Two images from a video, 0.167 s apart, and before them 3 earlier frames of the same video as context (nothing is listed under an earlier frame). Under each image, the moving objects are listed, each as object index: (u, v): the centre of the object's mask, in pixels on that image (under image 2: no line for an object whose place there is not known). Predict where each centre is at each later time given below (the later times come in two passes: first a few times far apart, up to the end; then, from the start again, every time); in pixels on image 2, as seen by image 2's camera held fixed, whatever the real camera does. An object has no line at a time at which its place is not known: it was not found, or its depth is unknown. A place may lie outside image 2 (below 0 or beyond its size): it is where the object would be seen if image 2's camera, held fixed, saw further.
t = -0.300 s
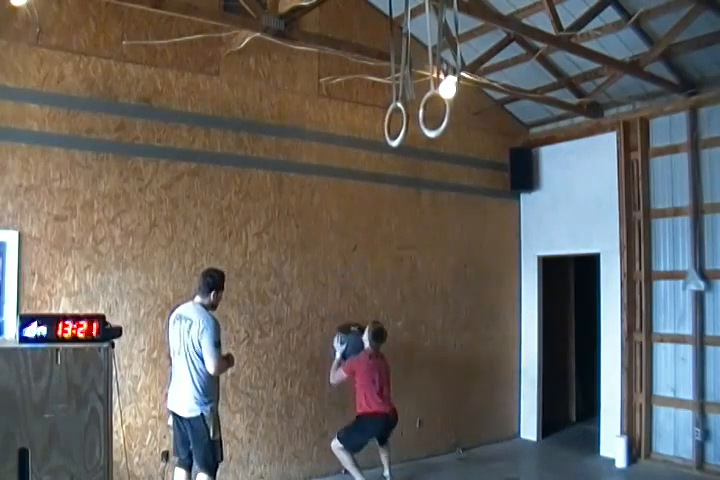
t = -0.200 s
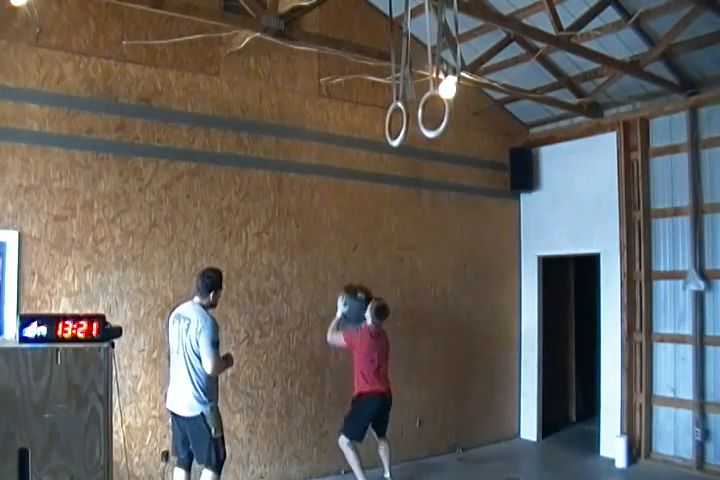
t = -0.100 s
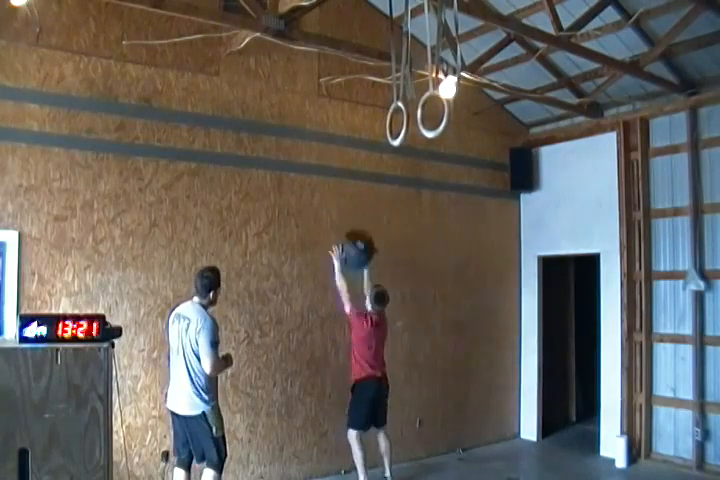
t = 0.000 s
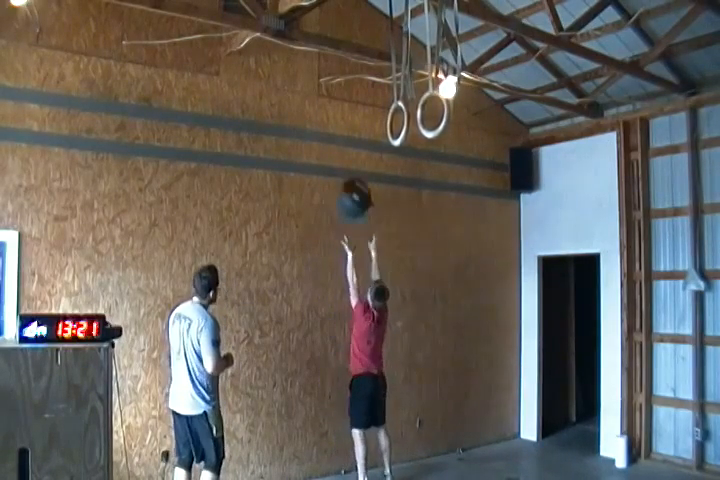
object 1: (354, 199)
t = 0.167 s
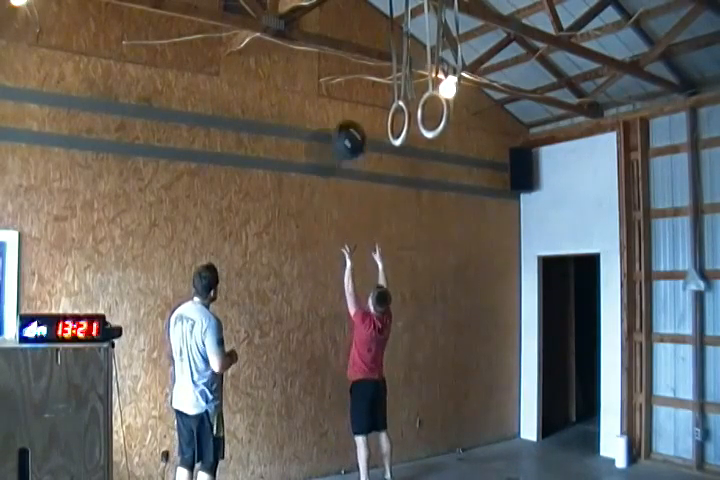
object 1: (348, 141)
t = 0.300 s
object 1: (346, 117)
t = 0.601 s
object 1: (348, 130)
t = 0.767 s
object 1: (350, 179)
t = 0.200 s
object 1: (348, 133)
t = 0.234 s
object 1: (348, 125)
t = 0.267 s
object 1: (347, 120)
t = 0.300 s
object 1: (346, 117)
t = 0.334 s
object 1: (345, 114)
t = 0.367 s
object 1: (345, 112)
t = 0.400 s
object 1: (344, 112)
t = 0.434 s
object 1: (345, 111)
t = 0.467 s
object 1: (346, 113)
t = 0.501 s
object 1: (346, 115)
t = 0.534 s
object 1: (347, 119)
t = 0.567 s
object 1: (347, 124)
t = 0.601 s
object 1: (348, 130)
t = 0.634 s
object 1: (349, 138)
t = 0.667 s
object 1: (350, 146)
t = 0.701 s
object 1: (350, 156)
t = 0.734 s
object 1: (350, 167)
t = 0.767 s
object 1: (350, 179)
